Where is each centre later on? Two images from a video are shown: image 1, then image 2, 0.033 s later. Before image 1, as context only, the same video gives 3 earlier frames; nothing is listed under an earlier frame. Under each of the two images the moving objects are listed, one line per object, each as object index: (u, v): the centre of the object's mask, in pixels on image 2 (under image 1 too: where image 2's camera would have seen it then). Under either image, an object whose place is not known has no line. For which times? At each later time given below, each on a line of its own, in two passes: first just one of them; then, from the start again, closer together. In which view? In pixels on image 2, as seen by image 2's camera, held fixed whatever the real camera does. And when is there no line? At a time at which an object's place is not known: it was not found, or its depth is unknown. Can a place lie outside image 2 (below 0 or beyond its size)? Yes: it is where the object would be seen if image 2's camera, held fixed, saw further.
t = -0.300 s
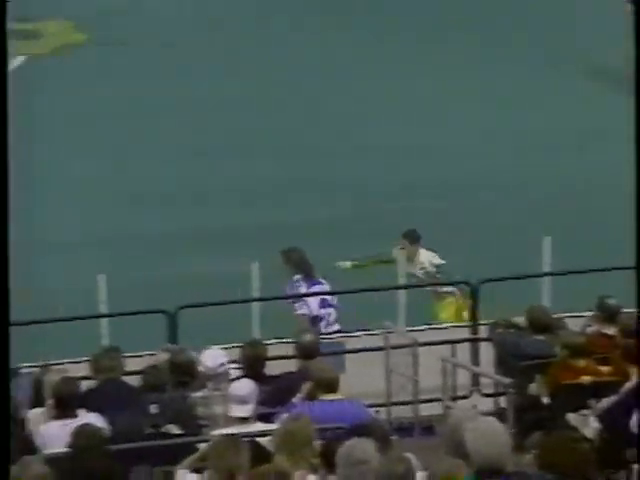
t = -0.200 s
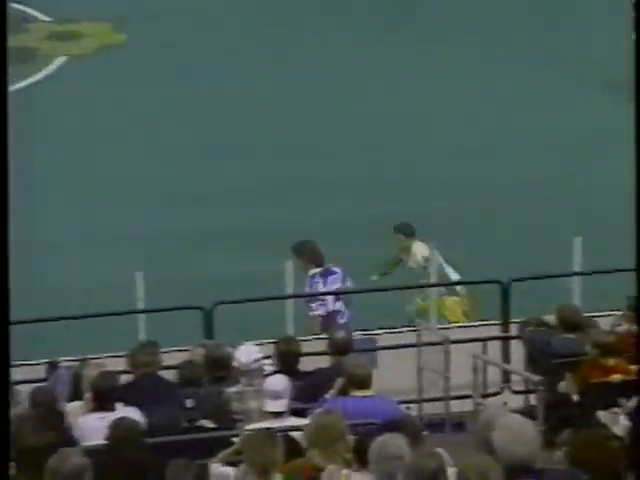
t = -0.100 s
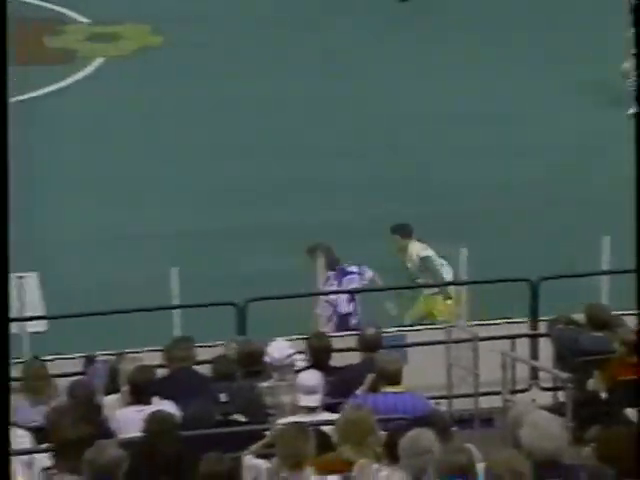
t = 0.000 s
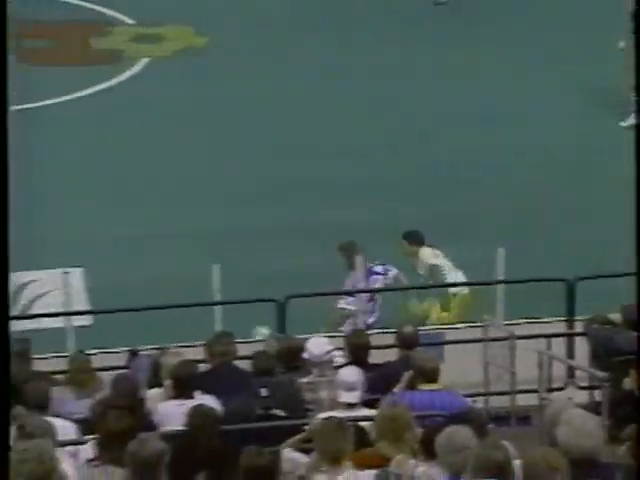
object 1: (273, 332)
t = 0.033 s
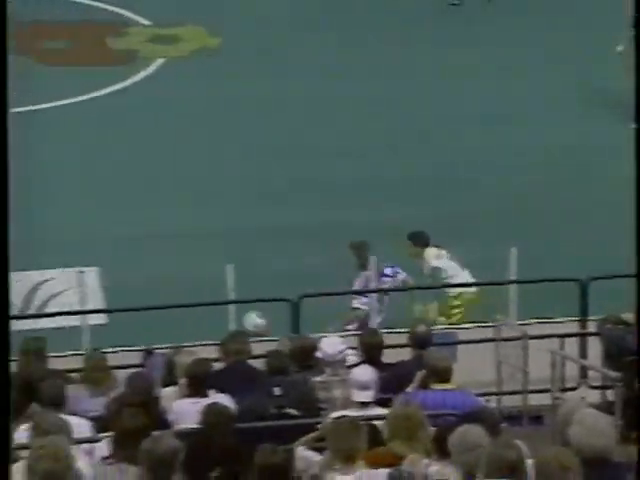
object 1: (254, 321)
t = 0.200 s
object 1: (166, 250)
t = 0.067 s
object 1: (231, 311)
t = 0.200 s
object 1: (166, 250)
